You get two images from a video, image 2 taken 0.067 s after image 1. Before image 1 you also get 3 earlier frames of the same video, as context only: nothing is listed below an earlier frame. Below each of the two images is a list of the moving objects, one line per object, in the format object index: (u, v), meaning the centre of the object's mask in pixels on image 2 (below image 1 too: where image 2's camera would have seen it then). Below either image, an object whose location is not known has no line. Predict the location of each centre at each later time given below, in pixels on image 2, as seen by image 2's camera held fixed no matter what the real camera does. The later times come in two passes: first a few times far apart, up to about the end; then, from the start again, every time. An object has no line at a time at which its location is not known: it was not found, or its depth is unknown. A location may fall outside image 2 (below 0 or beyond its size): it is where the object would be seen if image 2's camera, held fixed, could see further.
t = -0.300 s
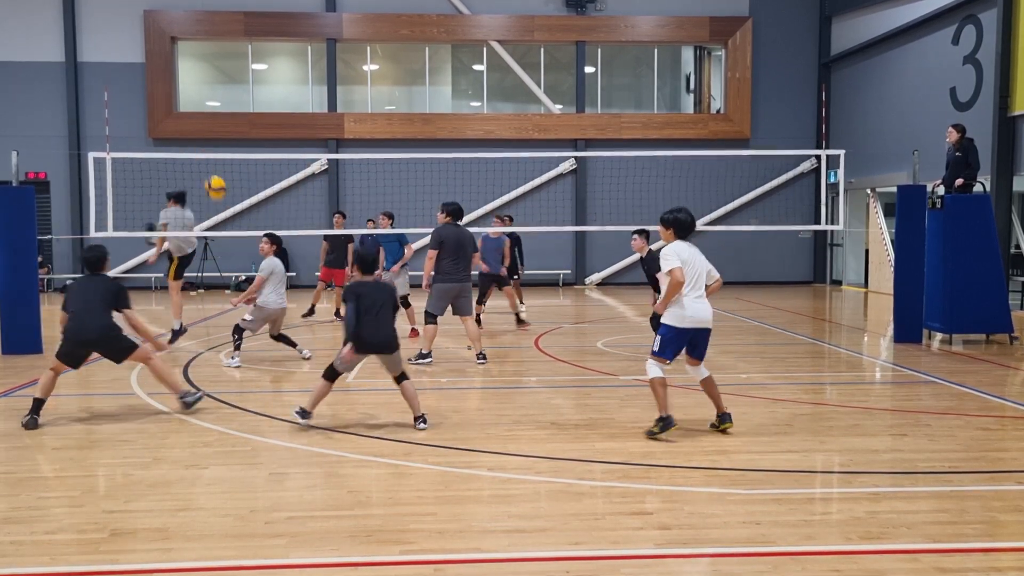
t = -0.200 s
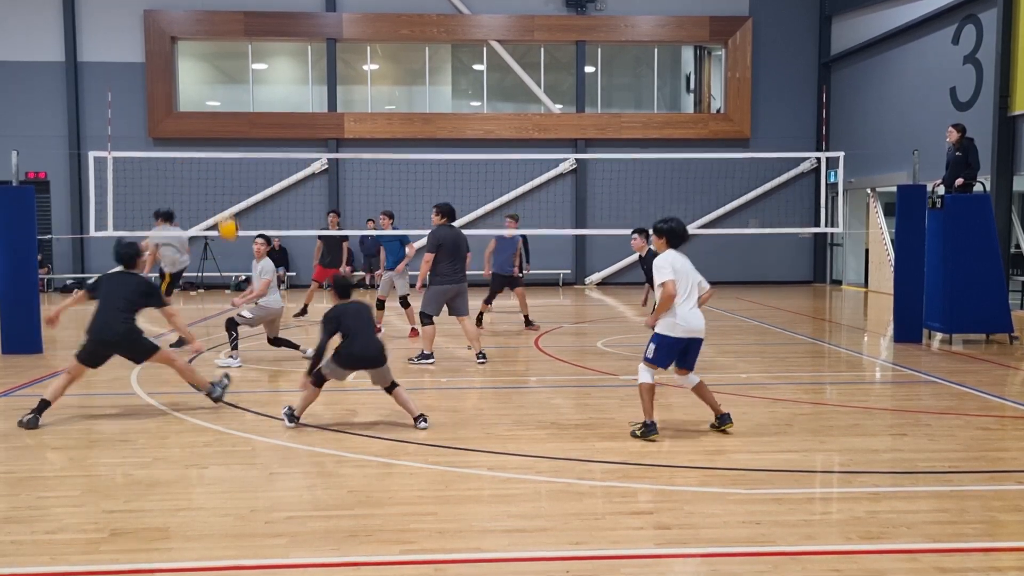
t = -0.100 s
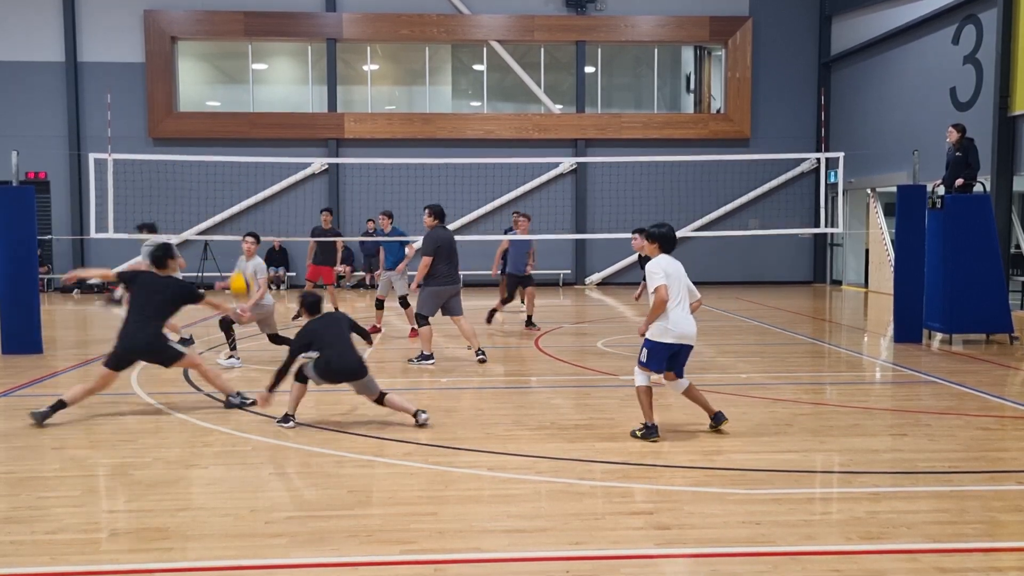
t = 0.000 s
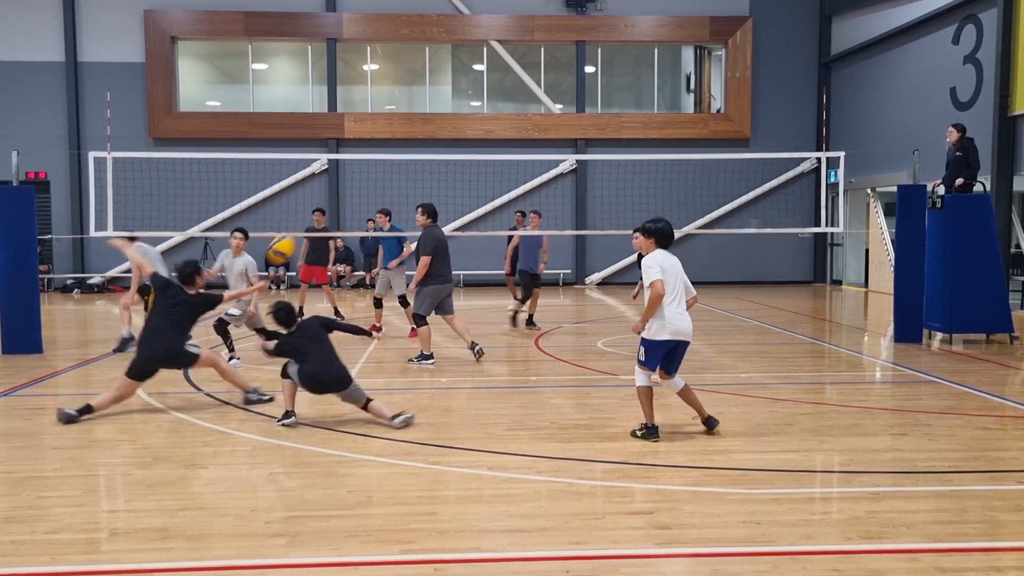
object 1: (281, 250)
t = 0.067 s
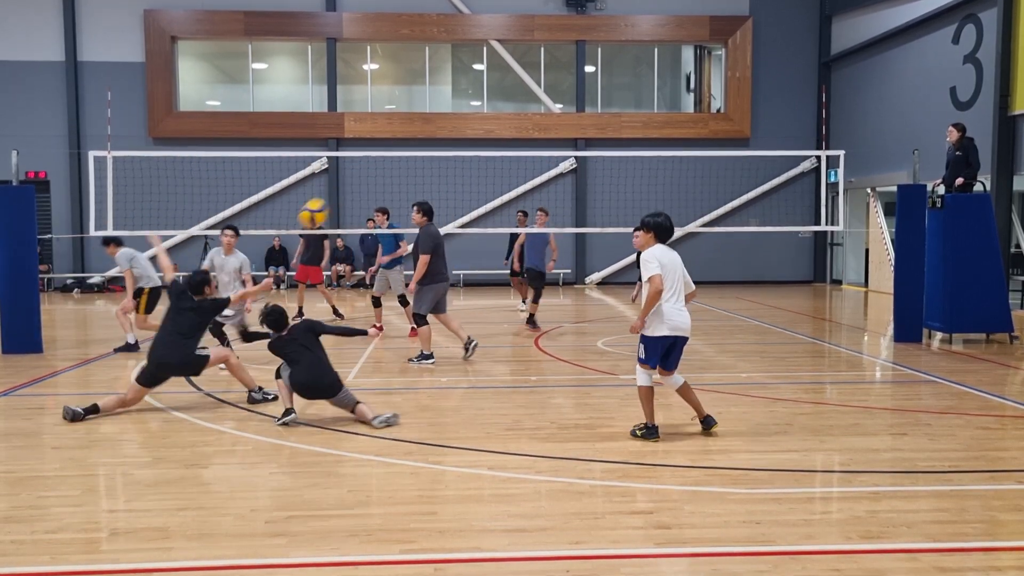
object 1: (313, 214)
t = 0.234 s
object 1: (395, 147)
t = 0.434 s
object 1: (497, 111)
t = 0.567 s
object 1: (567, 115)
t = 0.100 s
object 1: (330, 198)
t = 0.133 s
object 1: (344, 184)
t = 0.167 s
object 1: (361, 172)
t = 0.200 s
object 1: (377, 159)
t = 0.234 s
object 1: (395, 147)
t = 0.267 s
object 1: (410, 139)
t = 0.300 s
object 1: (427, 130)
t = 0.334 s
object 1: (445, 124)
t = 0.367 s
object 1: (461, 118)
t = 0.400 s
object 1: (479, 114)
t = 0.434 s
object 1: (497, 111)
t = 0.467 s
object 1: (515, 110)
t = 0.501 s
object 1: (531, 110)
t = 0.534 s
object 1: (550, 111)
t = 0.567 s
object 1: (567, 115)
